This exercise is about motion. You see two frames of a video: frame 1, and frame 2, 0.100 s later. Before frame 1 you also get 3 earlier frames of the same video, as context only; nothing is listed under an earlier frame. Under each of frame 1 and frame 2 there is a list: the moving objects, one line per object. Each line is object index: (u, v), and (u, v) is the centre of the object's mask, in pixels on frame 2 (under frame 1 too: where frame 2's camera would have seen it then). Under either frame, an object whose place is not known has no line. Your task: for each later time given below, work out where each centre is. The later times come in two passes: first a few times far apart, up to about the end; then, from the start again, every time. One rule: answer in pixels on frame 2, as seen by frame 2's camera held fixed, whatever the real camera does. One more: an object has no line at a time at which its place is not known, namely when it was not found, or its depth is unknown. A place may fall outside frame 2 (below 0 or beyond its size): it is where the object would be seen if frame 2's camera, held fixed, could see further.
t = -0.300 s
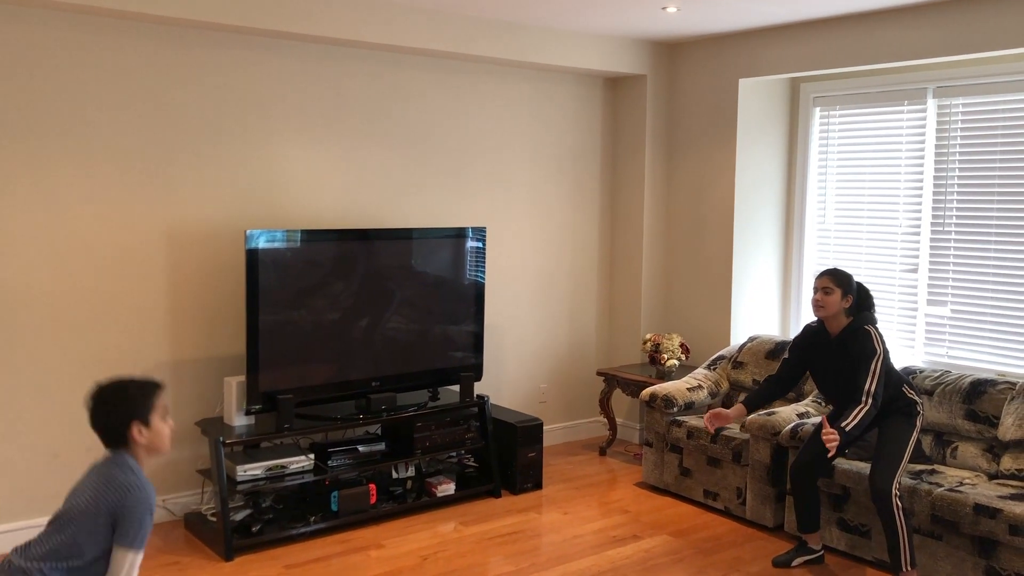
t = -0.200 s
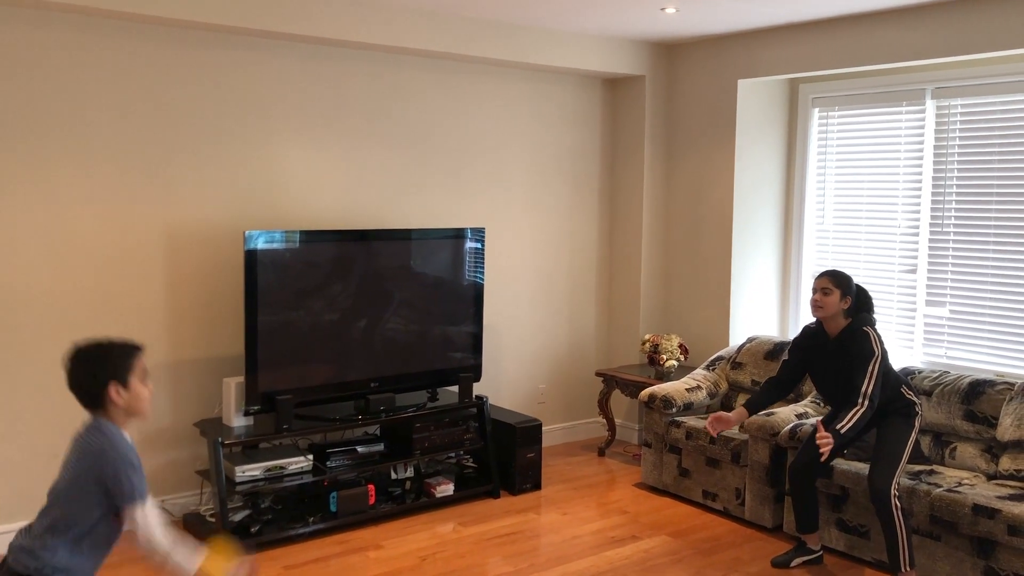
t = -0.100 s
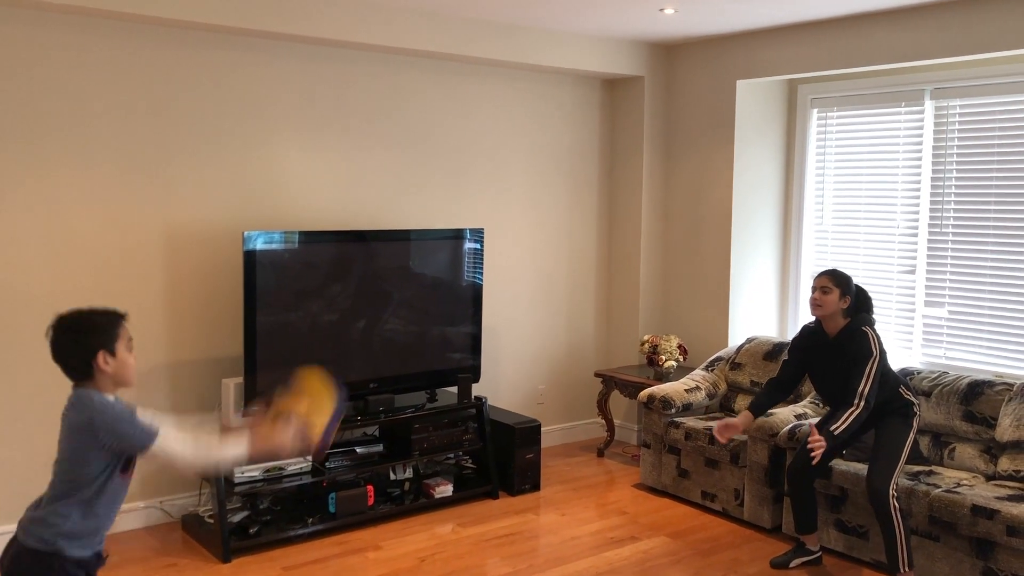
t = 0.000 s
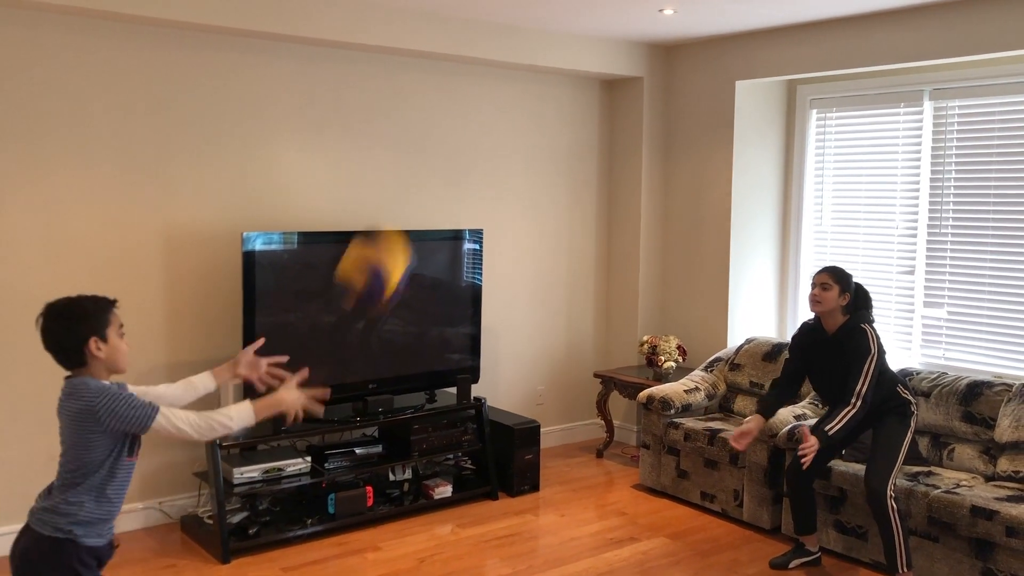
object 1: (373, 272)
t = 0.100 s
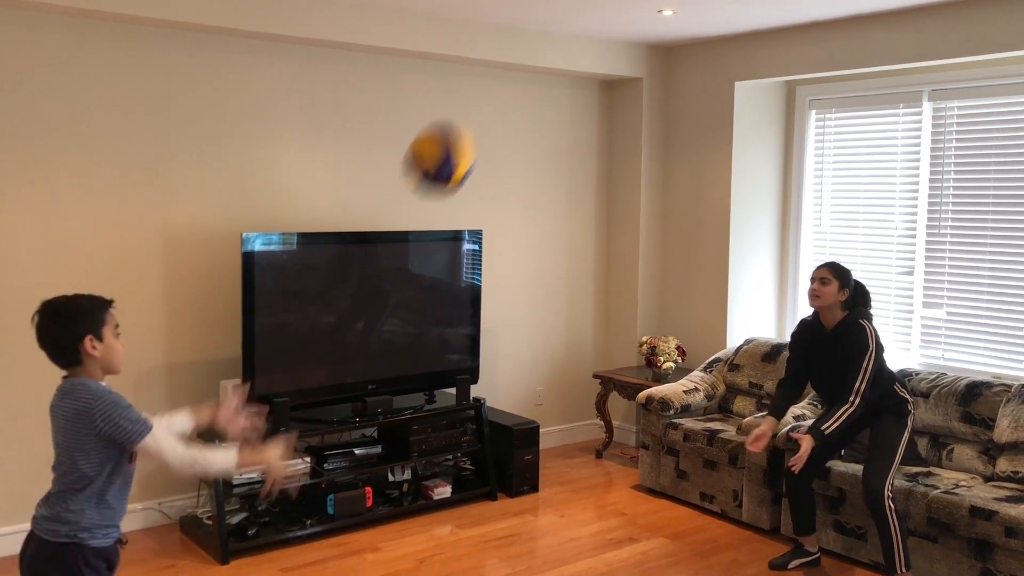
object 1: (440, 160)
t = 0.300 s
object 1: (558, 45)
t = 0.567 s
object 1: (688, 85)
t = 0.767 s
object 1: (764, 225)
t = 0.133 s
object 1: (461, 130)
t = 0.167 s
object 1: (481, 105)
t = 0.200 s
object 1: (501, 85)
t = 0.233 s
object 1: (521, 67)
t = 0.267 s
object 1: (540, 54)
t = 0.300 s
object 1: (558, 45)
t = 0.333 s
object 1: (576, 39)
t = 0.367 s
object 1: (594, 36)
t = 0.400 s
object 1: (611, 37)
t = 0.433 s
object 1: (627, 41)
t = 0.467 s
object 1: (644, 48)
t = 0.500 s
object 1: (658, 58)
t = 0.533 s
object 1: (673, 71)
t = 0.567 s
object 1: (688, 85)
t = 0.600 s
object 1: (701, 103)
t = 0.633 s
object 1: (713, 122)
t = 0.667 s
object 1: (725, 144)
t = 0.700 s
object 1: (737, 168)
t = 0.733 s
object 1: (750, 196)
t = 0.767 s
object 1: (764, 225)
